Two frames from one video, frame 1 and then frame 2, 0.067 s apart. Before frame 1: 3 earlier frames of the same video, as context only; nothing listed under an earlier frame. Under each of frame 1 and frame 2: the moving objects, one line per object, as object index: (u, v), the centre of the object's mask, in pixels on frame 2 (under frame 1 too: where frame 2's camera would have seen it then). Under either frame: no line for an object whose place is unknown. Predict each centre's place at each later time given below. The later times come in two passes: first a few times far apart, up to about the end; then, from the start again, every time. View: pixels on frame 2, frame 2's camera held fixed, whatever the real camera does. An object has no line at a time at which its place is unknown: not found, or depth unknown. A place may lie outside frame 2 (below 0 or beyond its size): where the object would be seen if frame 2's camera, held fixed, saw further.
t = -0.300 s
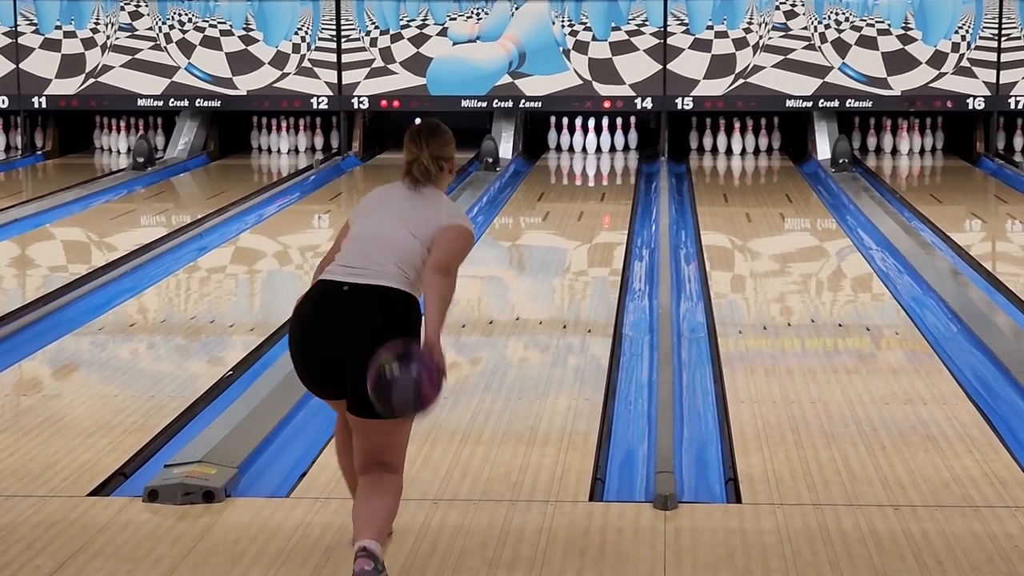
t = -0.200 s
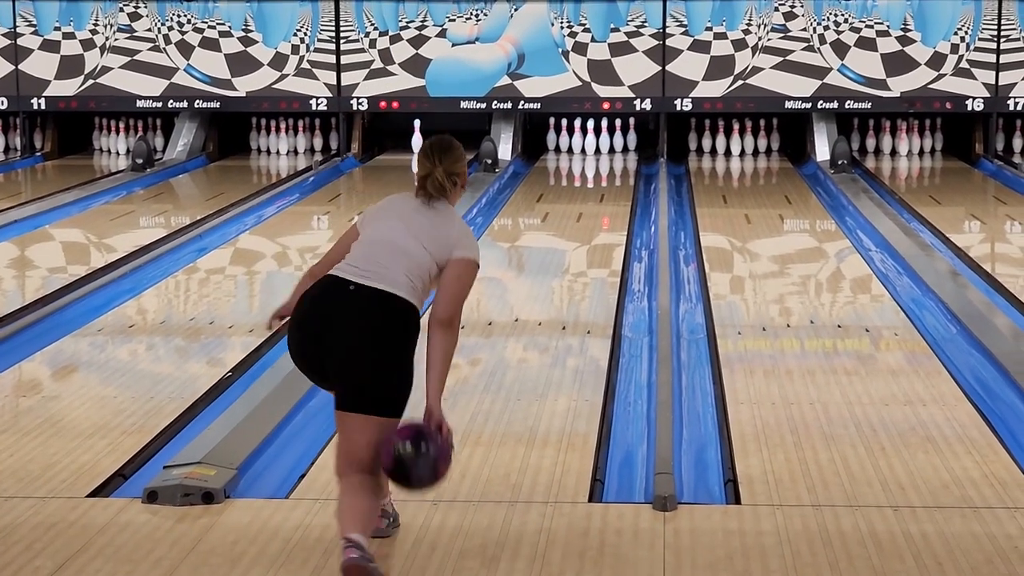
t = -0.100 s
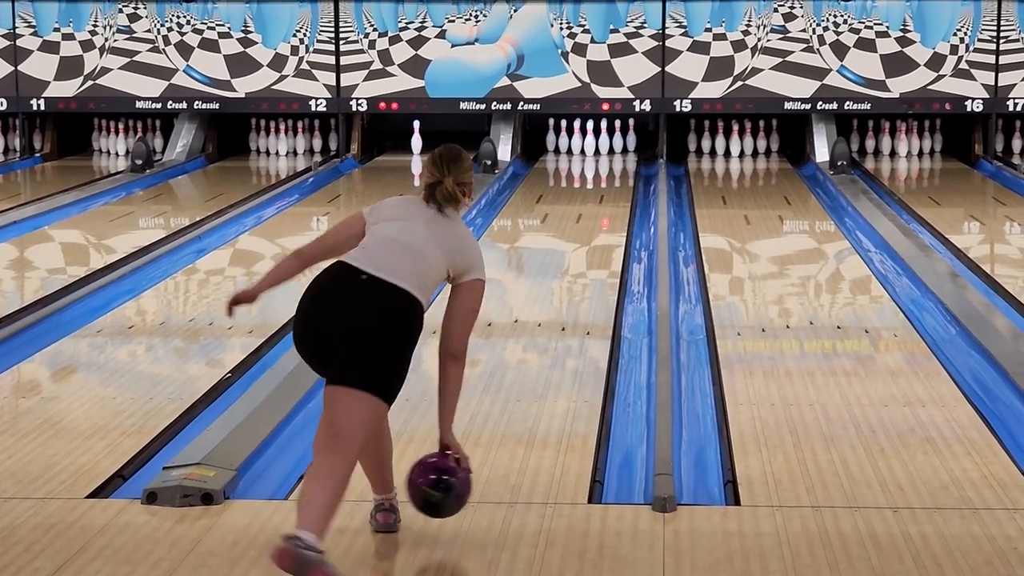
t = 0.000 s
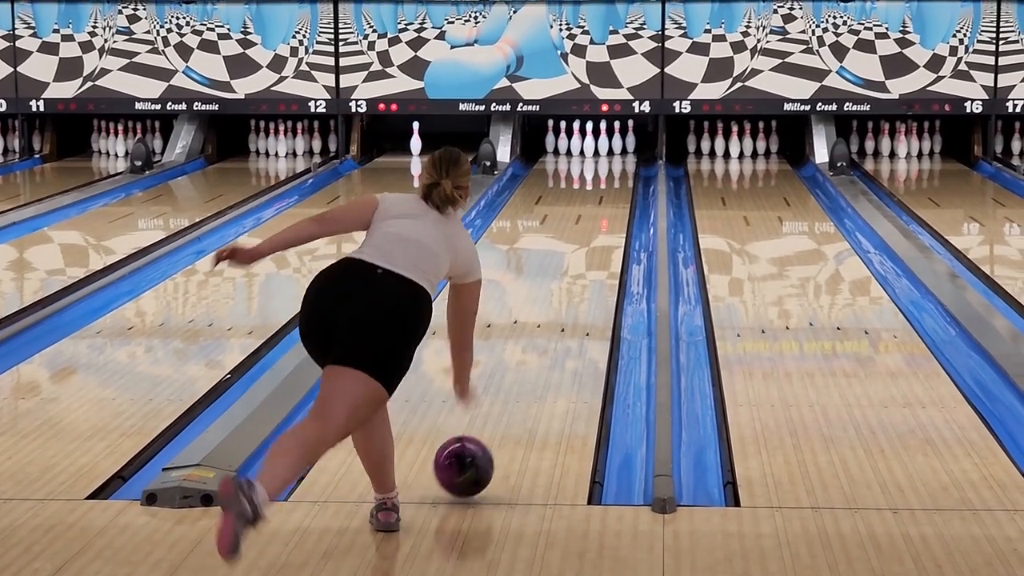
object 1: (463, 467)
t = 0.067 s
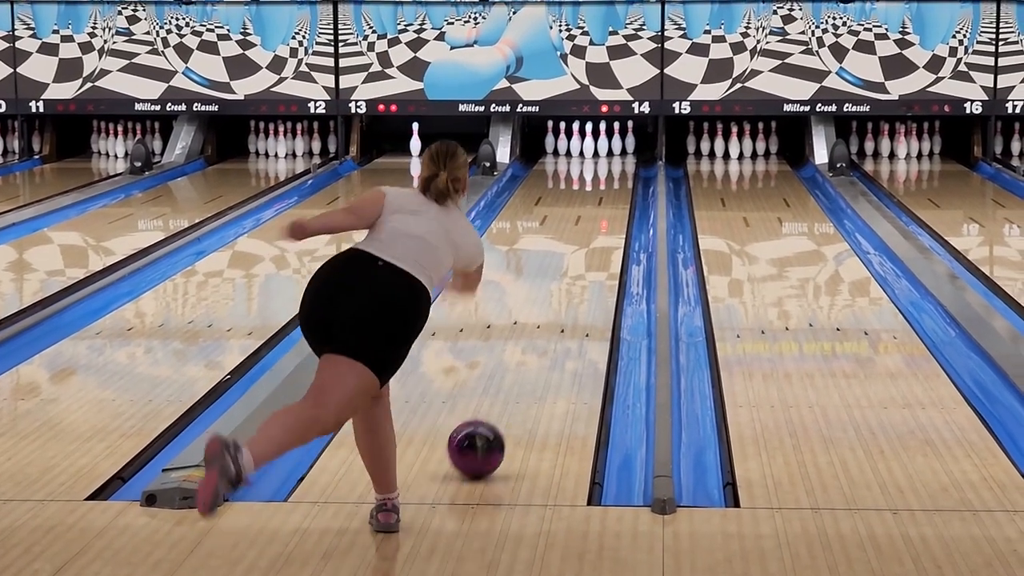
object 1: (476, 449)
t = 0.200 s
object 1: (498, 409)
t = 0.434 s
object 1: (527, 354)
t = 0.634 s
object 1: (546, 318)
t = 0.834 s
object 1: (560, 288)
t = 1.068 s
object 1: (574, 260)
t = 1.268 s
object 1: (583, 240)
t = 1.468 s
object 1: (590, 223)
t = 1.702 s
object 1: (597, 207)
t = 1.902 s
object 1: (600, 195)
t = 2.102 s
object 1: (601, 184)
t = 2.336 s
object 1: (597, 176)
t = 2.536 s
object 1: (592, 169)
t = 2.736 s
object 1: (586, 162)
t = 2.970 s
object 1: (581, 155)
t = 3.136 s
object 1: (577, 150)
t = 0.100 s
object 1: (482, 438)
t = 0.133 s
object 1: (487, 428)
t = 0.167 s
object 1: (493, 418)
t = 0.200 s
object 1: (498, 409)
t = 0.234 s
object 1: (503, 400)
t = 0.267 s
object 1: (507, 391)
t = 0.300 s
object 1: (511, 383)
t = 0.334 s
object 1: (516, 375)
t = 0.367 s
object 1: (520, 368)
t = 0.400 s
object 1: (523, 360)
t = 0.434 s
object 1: (527, 354)
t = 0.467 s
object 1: (530, 347)
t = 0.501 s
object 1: (534, 340)
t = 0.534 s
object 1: (537, 334)
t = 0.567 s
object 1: (540, 329)
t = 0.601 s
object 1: (543, 323)
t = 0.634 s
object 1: (546, 318)
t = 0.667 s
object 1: (548, 313)
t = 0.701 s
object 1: (551, 307)
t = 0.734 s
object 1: (554, 302)
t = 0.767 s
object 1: (556, 297)
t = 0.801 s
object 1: (558, 293)
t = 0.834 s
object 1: (560, 288)
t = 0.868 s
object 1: (563, 284)
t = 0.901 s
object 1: (565, 280)
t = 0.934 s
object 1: (567, 275)
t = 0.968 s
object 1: (569, 271)
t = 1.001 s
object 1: (570, 267)
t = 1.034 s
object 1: (572, 263)
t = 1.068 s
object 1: (574, 260)
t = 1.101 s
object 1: (576, 256)
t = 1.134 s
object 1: (577, 253)
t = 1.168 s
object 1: (579, 249)
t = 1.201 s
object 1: (580, 246)
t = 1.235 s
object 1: (582, 243)
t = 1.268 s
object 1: (583, 240)
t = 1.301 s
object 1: (584, 237)
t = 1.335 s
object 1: (586, 234)
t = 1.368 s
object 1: (587, 231)
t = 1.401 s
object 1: (588, 228)
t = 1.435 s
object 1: (589, 226)
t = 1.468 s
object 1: (590, 223)
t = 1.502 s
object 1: (591, 221)
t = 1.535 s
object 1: (592, 219)
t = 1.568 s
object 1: (594, 217)
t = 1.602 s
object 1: (595, 214)
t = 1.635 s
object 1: (595, 212)
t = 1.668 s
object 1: (596, 209)
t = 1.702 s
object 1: (597, 207)
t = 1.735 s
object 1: (597, 205)
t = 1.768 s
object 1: (598, 203)
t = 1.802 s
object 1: (599, 201)
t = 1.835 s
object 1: (600, 199)
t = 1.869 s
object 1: (599, 198)
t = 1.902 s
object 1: (600, 195)
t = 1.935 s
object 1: (600, 193)
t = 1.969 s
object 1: (600, 192)
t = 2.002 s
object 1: (600, 190)
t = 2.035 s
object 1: (600, 188)
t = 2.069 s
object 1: (601, 187)
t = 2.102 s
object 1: (601, 184)
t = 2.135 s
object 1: (601, 184)
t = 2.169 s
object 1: (601, 182)
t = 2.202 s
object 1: (600, 181)
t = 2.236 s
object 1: (600, 179)
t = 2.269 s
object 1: (599, 178)
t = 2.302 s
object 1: (598, 176)
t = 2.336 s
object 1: (597, 176)
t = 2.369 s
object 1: (597, 174)
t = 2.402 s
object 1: (596, 173)
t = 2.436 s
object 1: (595, 172)
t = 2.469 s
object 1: (594, 171)
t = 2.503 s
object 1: (593, 170)
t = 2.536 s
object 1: (592, 169)
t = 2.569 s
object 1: (592, 168)
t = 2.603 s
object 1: (590, 167)
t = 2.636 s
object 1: (590, 166)
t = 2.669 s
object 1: (588, 164)
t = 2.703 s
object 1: (587, 164)
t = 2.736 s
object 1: (586, 162)
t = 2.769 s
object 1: (586, 161)
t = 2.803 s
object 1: (585, 160)
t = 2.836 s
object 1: (584, 159)
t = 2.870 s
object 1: (583, 157)
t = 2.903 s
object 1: (582, 157)
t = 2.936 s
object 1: (582, 155)
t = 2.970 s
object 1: (581, 155)
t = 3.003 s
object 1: (580, 153)
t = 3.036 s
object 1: (579, 152)
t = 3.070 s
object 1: (578, 151)
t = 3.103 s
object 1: (578, 151)
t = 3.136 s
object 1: (577, 150)
